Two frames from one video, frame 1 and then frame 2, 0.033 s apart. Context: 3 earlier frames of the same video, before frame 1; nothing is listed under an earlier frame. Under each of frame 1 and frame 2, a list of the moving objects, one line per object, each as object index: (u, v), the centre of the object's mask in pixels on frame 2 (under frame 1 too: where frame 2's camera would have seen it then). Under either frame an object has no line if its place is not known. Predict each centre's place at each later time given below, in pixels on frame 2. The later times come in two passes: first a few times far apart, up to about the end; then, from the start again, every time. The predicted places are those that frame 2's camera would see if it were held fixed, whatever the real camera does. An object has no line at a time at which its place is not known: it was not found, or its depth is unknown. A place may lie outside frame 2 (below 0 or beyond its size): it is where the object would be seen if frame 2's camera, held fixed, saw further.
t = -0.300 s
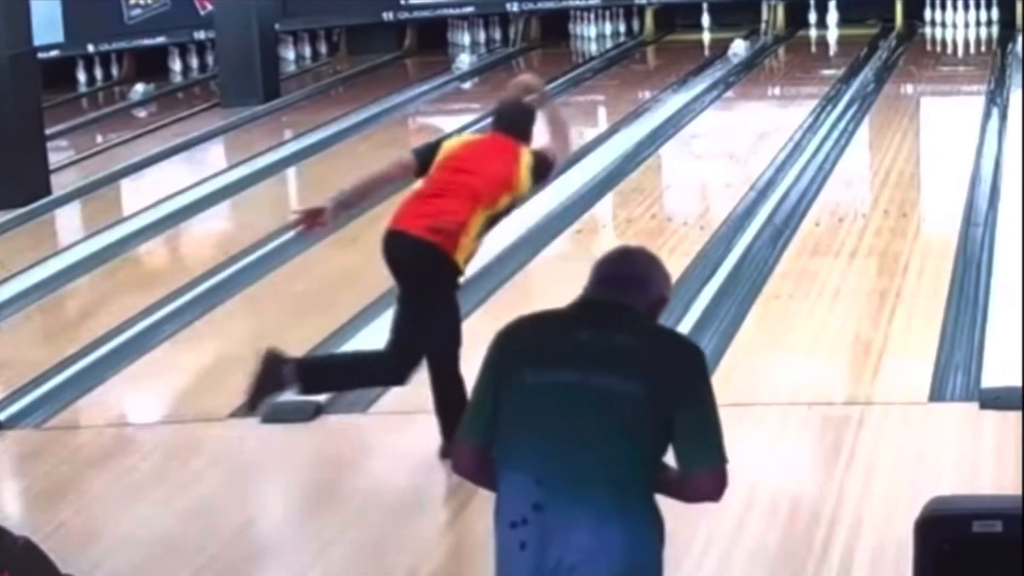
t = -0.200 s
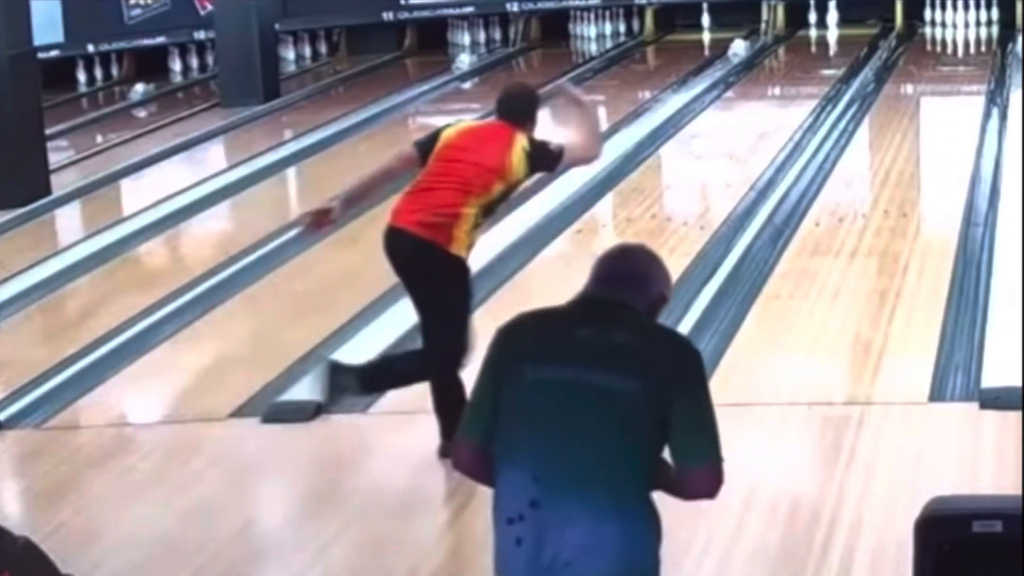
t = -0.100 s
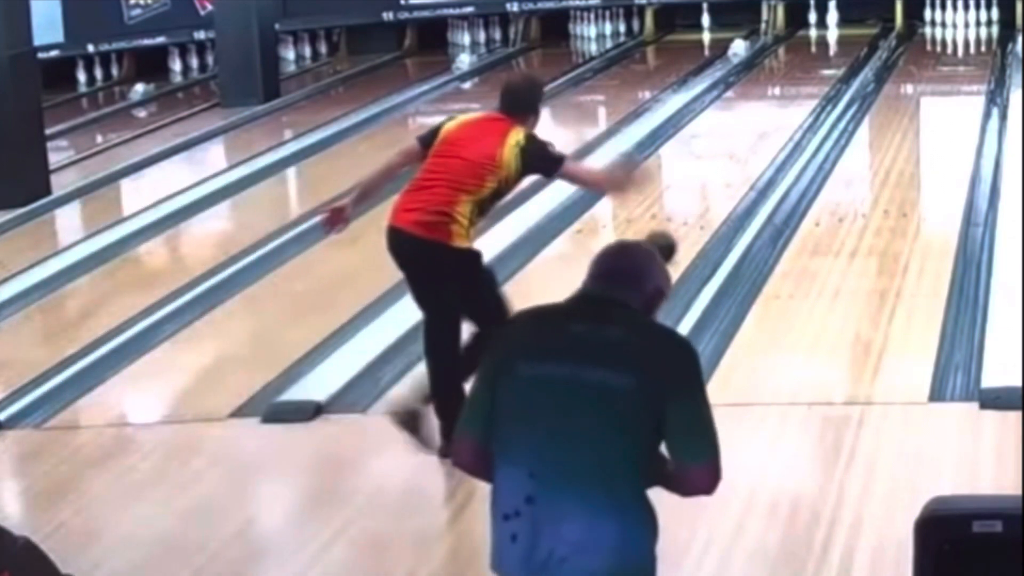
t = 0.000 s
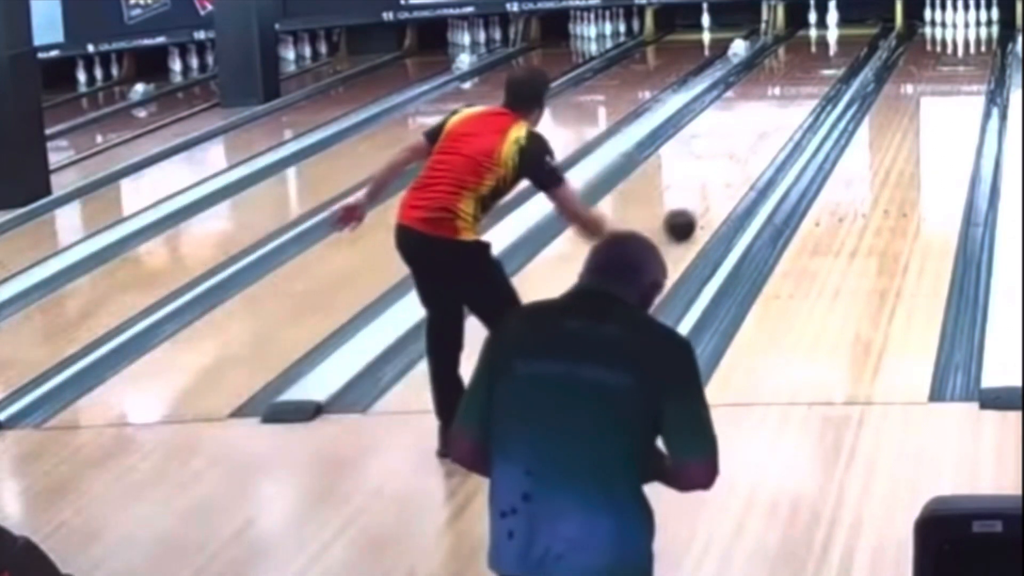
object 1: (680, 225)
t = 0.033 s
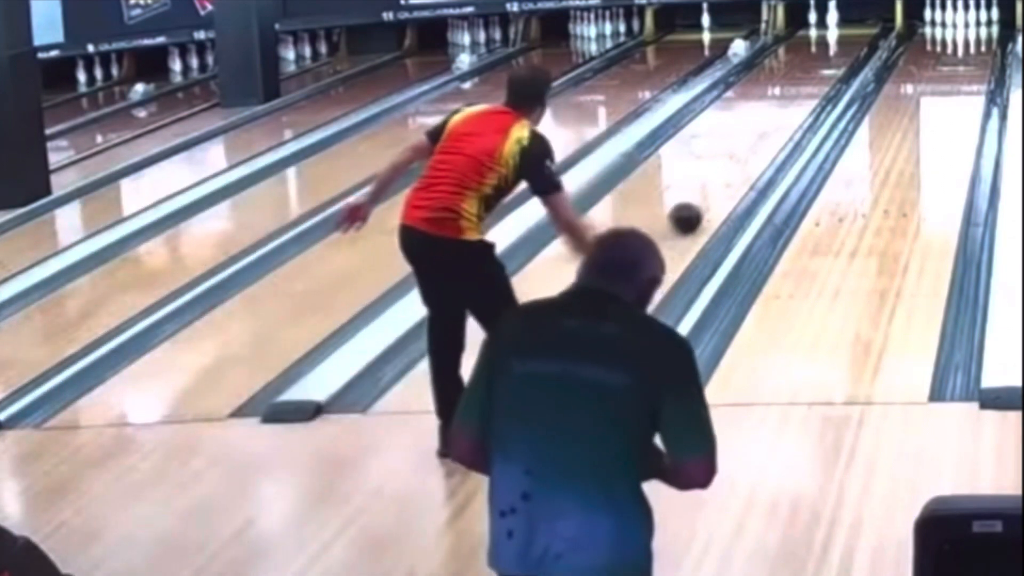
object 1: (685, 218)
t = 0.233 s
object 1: (719, 181)
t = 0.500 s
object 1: (754, 140)
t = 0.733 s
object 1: (778, 112)
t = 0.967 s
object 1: (797, 90)
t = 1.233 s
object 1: (814, 69)
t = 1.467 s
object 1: (824, 54)
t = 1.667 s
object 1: (830, 42)
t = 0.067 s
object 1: (692, 211)
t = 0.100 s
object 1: (697, 204)
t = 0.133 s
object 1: (703, 198)
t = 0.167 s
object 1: (709, 192)
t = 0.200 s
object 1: (713, 186)
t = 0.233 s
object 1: (719, 181)
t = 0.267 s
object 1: (724, 175)
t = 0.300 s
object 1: (728, 169)
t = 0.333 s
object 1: (733, 164)
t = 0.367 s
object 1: (737, 159)
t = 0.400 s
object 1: (741, 154)
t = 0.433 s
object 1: (746, 149)
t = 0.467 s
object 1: (750, 145)
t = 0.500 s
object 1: (754, 140)
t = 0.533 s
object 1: (758, 136)
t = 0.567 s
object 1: (761, 132)
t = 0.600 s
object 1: (765, 128)
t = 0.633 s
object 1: (768, 123)
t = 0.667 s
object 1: (771, 120)
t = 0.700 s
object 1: (775, 116)
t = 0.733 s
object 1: (778, 112)
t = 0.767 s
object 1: (781, 109)
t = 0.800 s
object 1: (784, 105)
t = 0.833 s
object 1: (786, 102)
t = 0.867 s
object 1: (789, 99)
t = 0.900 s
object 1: (792, 96)
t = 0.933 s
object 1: (795, 93)
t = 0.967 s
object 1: (797, 90)
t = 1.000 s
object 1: (799, 87)
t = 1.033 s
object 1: (802, 84)
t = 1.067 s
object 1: (804, 81)
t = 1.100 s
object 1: (806, 79)
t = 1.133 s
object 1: (808, 76)
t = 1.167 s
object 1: (810, 74)
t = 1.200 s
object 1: (812, 71)
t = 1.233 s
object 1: (814, 69)
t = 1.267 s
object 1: (816, 66)
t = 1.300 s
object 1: (818, 63)
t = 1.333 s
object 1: (819, 62)
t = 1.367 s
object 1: (820, 60)
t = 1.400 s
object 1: (821, 58)
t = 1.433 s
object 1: (822, 56)
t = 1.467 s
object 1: (824, 54)
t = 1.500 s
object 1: (825, 52)
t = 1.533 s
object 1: (826, 50)
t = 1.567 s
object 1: (827, 48)
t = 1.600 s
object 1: (827, 46)
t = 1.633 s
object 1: (829, 44)
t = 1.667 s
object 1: (830, 42)
